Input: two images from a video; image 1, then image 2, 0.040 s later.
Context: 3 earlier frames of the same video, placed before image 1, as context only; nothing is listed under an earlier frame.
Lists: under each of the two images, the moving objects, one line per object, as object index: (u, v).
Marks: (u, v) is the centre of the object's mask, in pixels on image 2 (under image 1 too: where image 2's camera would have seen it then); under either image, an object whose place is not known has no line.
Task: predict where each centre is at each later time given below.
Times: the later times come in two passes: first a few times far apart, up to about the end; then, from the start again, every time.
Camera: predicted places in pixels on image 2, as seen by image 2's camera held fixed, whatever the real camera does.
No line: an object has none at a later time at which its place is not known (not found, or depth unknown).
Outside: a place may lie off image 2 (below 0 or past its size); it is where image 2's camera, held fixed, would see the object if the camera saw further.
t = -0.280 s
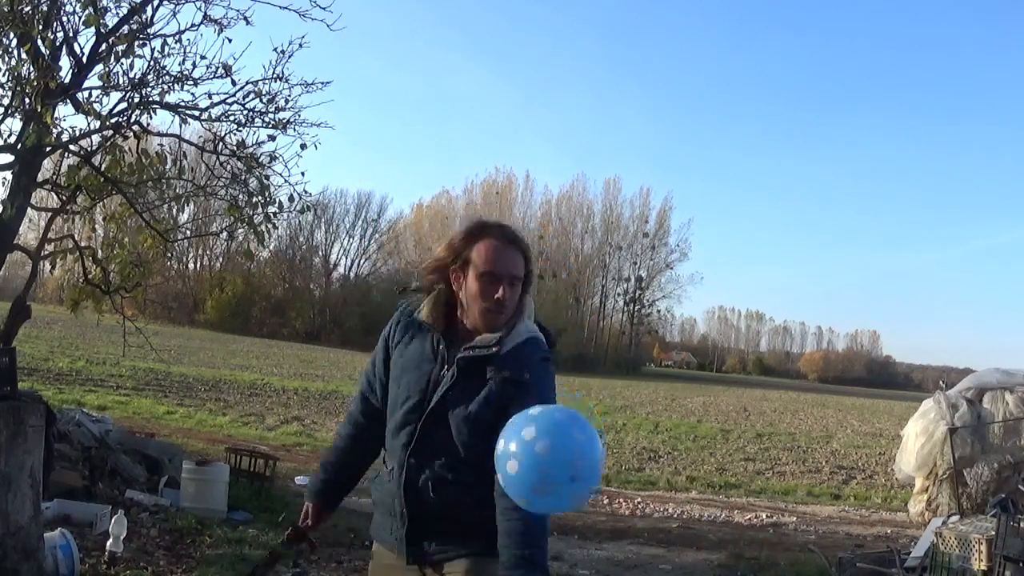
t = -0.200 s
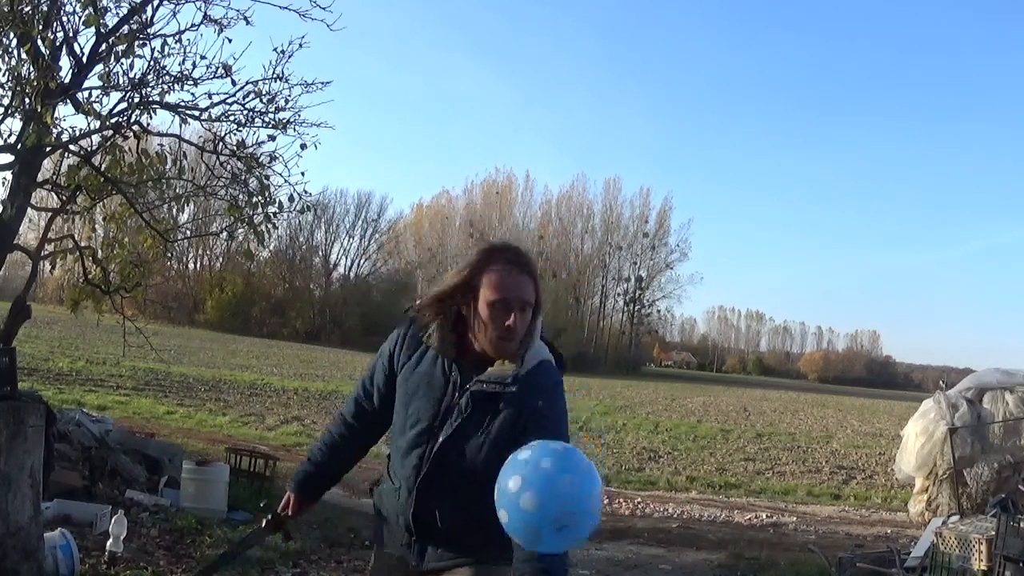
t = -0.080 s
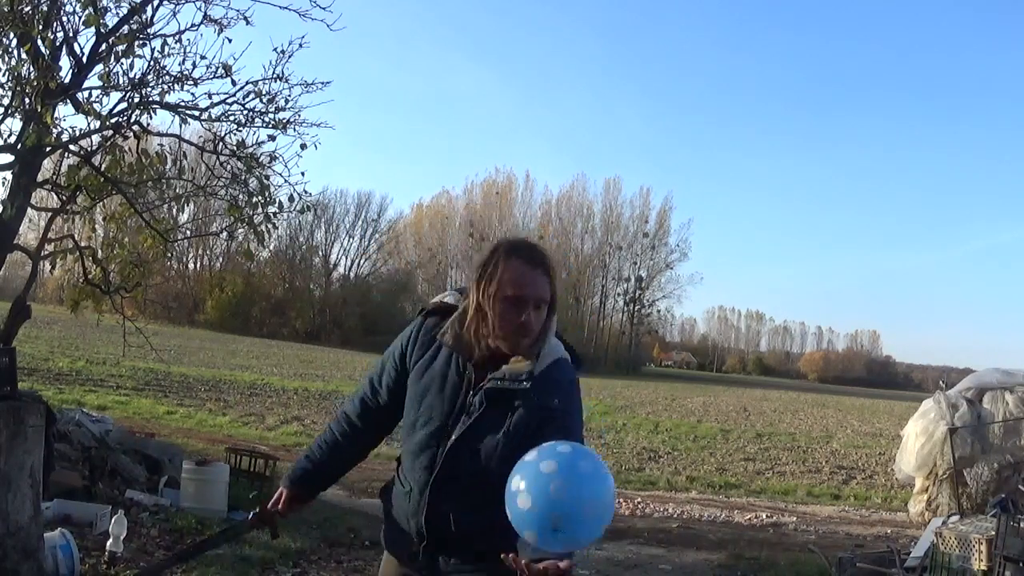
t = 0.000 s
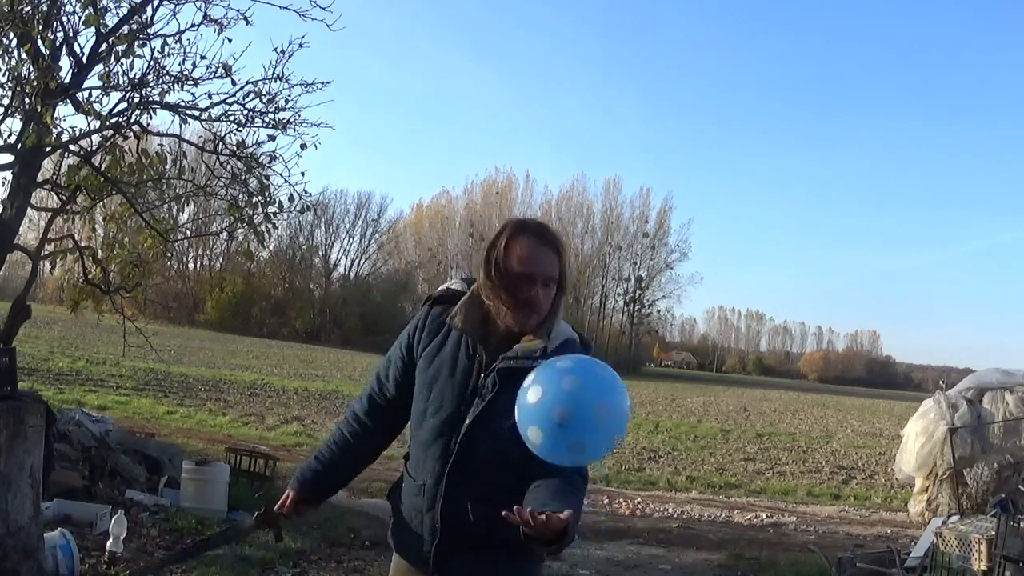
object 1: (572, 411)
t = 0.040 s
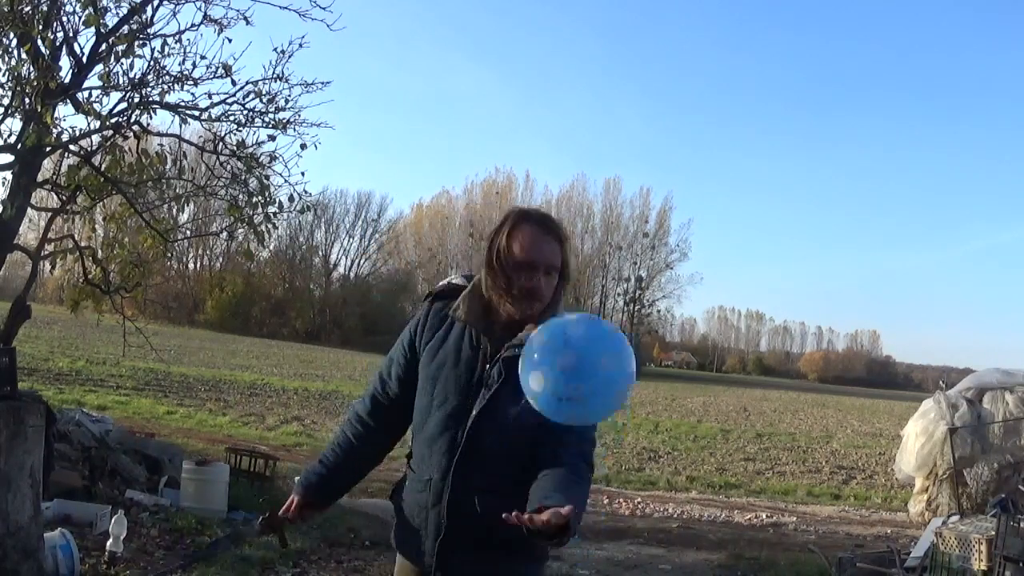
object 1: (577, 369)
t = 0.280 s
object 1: (592, 161)
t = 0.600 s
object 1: (591, 30)
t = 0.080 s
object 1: (580, 330)
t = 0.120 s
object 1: (584, 291)
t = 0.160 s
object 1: (586, 256)
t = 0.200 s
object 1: (589, 222)
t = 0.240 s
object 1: (591, 190)
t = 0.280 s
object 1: (592, 161)
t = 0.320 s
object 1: (593, 133)
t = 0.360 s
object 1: (593, 108)
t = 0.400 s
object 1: (594, 85)
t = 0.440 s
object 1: (594, 65)
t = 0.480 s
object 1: (593, 53)
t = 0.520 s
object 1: (593, 43)
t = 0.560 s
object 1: (592, 36)
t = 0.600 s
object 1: (591, 30)
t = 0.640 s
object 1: (590, 25)
